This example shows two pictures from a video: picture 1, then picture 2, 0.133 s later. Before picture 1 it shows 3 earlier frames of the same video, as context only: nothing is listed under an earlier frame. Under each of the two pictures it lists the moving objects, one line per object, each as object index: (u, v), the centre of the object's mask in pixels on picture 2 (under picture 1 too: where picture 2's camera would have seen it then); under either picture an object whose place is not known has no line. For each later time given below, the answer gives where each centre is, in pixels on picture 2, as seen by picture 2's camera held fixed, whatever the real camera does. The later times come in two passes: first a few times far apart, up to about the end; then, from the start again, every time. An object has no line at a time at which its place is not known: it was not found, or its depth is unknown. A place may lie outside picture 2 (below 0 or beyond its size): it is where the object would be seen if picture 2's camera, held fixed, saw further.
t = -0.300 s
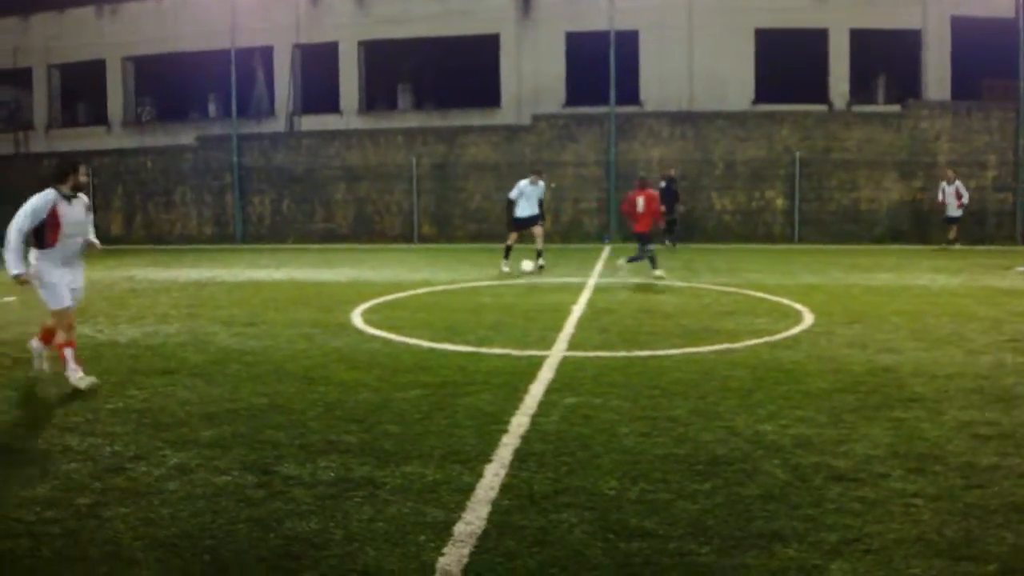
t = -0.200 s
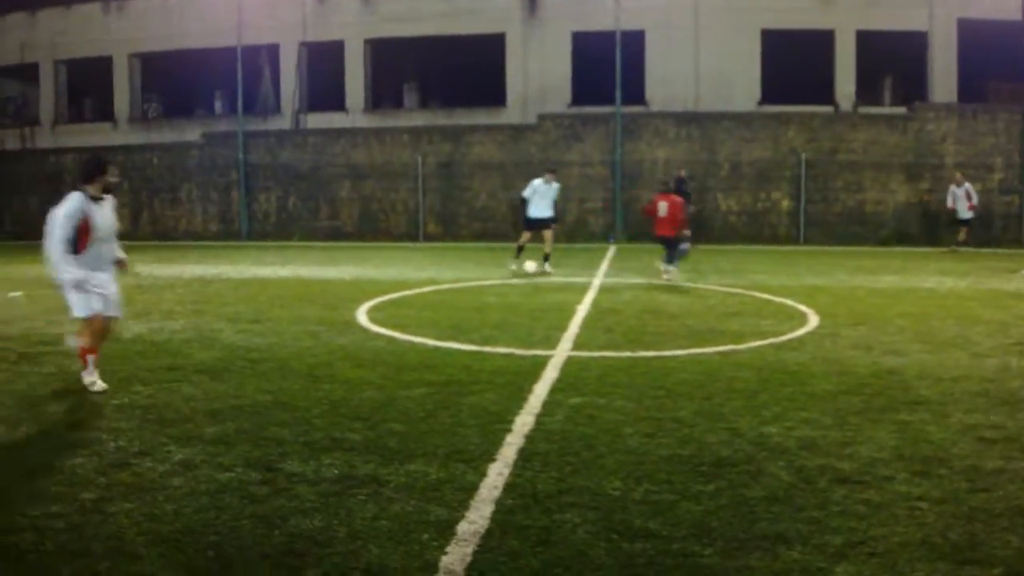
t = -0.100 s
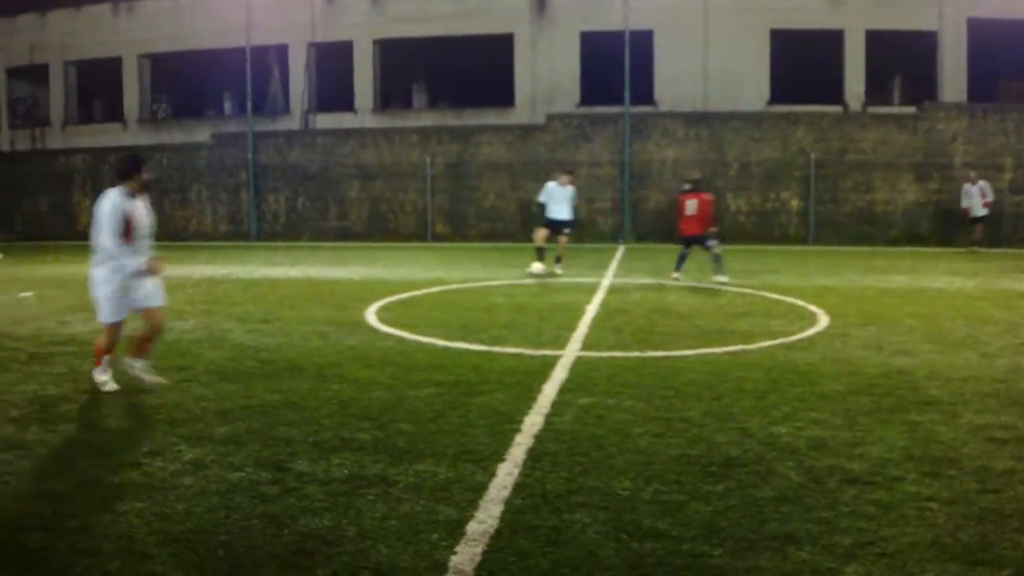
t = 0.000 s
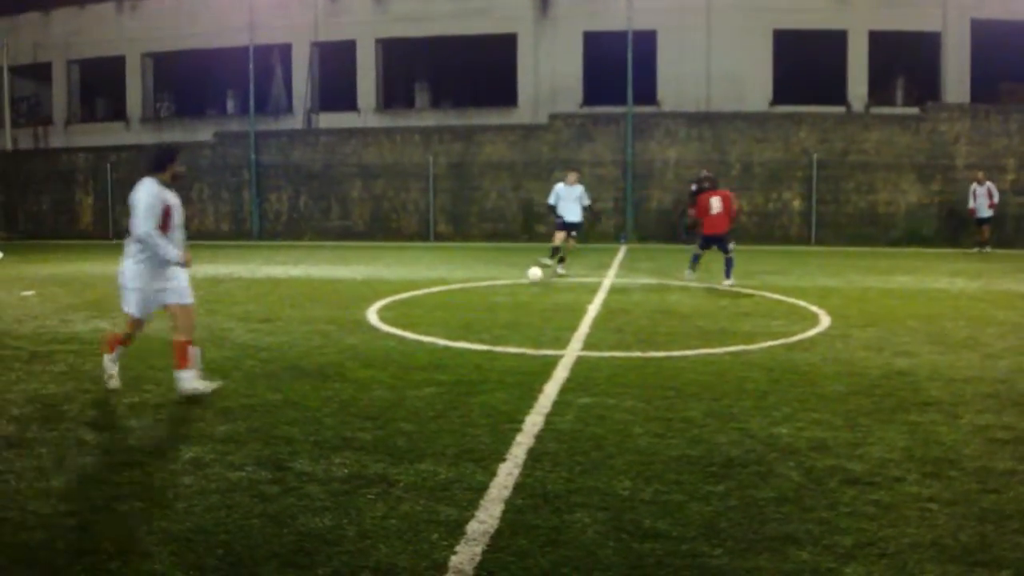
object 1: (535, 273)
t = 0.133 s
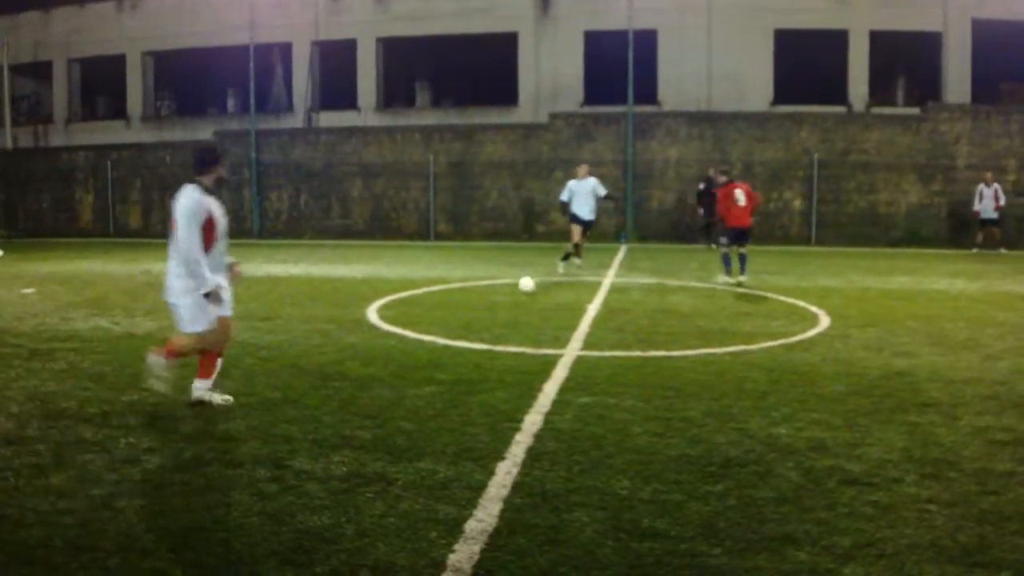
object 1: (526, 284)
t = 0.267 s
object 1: (517, 296)
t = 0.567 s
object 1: (492, 330)
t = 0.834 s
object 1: (465, 372)
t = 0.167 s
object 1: (524, 286)
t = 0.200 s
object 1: (522, 290)
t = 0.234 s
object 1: (520, 293)
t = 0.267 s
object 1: (517, 296)
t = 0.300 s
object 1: (515, 299)
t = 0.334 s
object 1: (512, 303)
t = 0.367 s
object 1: (510, 306)
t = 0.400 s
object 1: (507, 310)
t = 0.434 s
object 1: (504, 314)
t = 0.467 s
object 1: (501, 318)
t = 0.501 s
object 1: (498, 322)
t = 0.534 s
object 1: (495, 326)
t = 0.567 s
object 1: (492, 330)
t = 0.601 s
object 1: (488, 335)
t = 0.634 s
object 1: (486, 339)
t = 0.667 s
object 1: (482, 345)
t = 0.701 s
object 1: (478, 350)
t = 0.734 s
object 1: (475, 355)
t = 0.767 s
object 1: (472, 361)
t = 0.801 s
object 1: (468, 366)
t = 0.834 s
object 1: (465, 372)
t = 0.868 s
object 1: (460, 378)
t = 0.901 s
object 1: (456, 384)
